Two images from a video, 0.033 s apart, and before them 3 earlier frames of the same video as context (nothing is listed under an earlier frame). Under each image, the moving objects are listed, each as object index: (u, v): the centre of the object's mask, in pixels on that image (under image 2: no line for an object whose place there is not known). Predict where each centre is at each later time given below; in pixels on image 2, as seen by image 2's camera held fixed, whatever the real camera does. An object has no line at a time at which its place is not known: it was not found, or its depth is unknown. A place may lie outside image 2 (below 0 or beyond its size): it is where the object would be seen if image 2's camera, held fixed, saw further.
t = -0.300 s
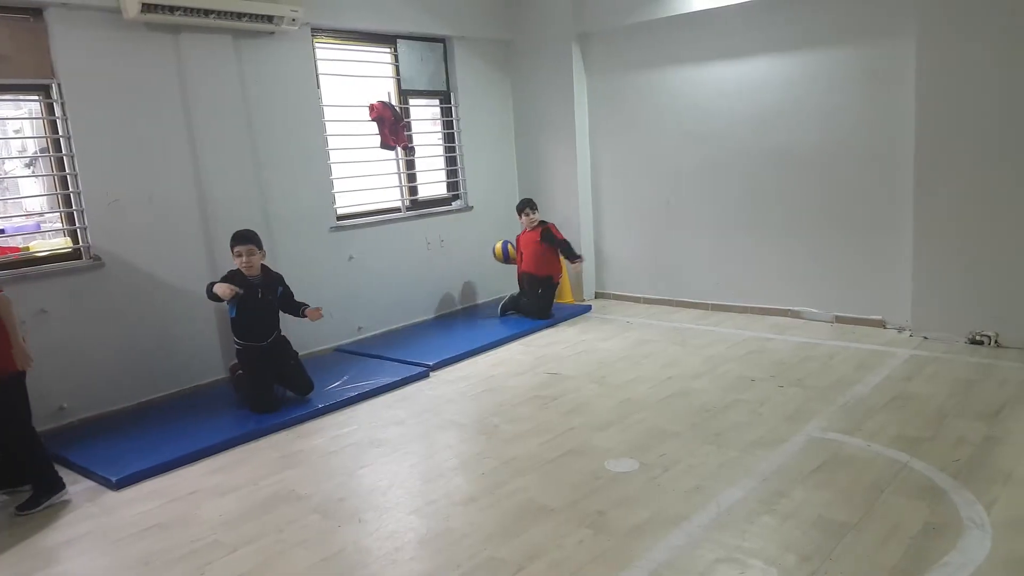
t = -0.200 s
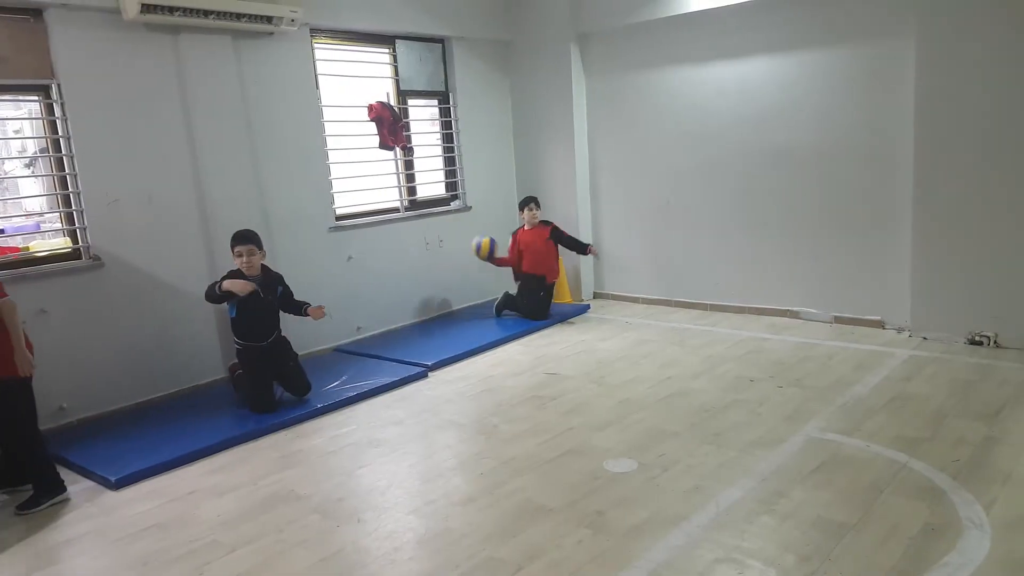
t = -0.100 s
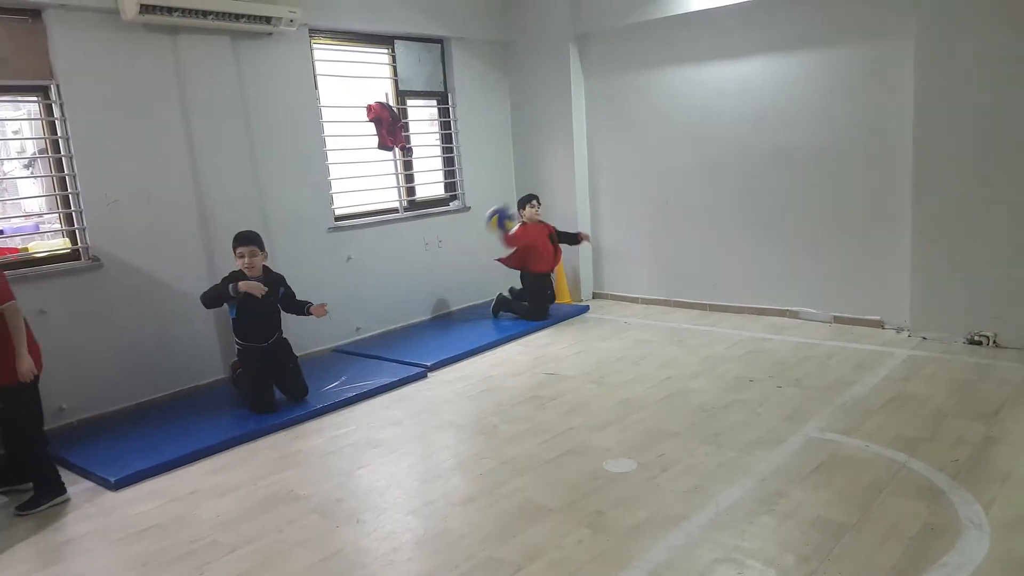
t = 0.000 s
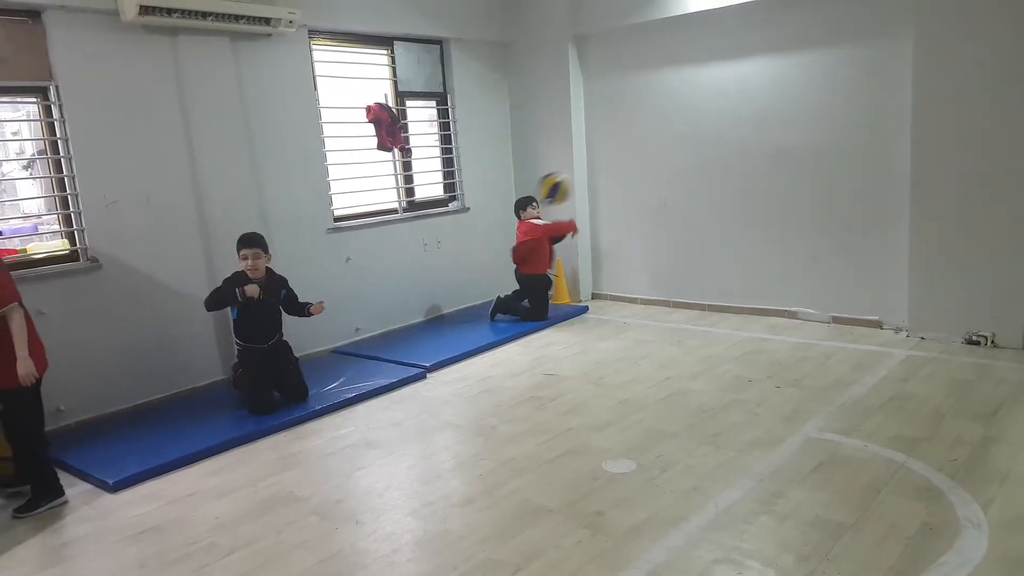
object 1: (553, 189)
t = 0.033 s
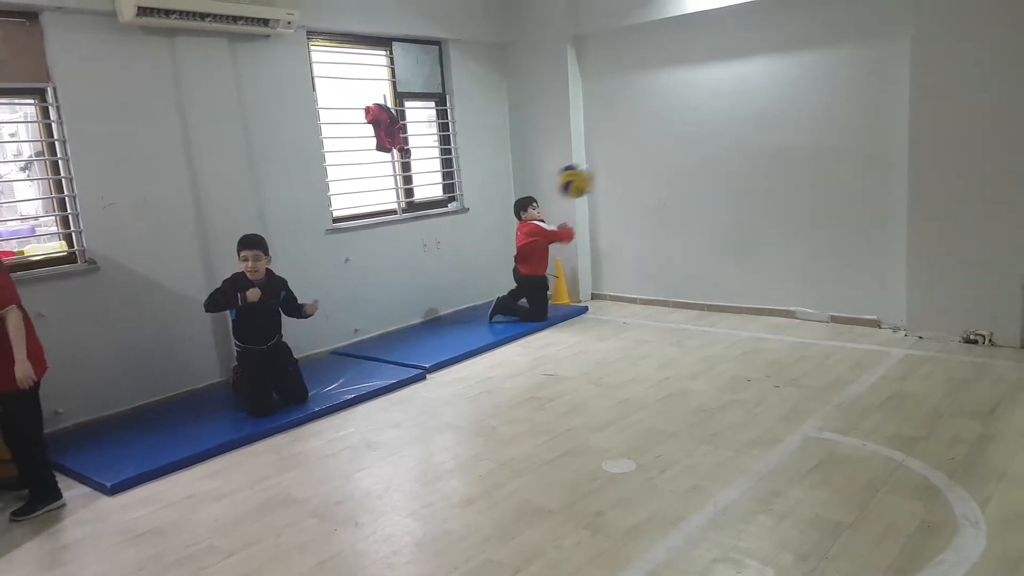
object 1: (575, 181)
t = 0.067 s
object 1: (600, 174)
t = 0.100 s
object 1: (628, 168)
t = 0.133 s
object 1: (658, 164)
